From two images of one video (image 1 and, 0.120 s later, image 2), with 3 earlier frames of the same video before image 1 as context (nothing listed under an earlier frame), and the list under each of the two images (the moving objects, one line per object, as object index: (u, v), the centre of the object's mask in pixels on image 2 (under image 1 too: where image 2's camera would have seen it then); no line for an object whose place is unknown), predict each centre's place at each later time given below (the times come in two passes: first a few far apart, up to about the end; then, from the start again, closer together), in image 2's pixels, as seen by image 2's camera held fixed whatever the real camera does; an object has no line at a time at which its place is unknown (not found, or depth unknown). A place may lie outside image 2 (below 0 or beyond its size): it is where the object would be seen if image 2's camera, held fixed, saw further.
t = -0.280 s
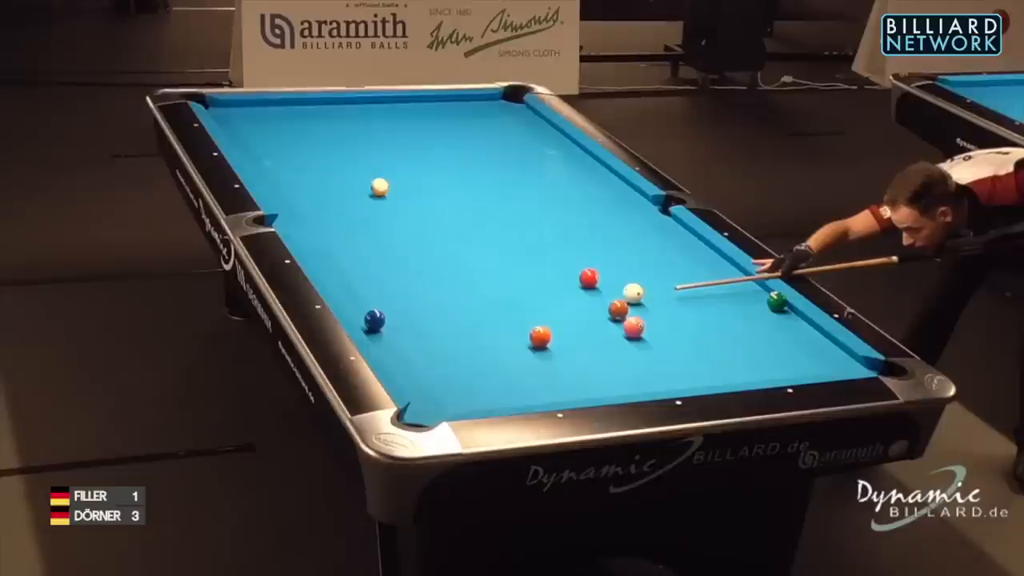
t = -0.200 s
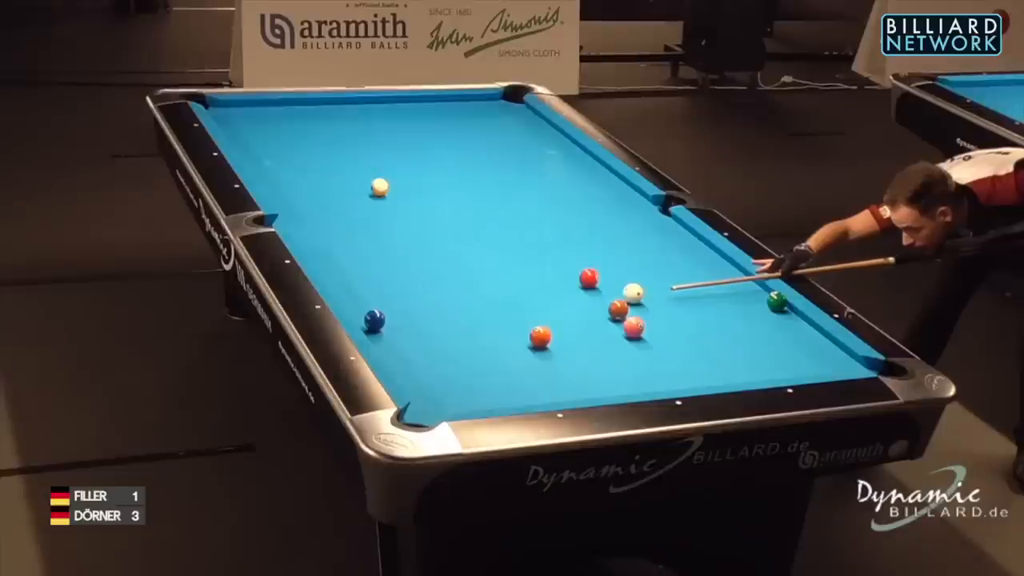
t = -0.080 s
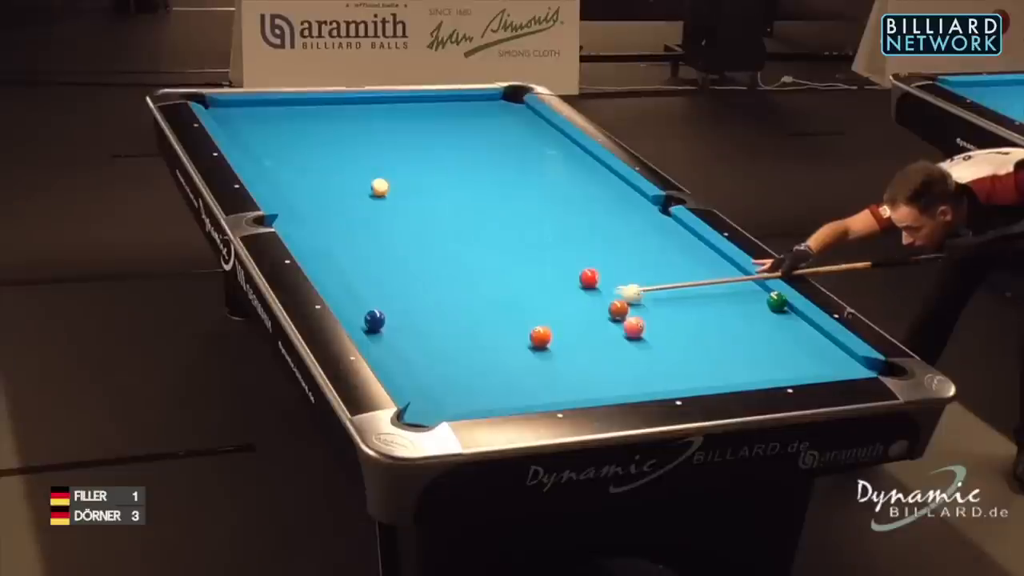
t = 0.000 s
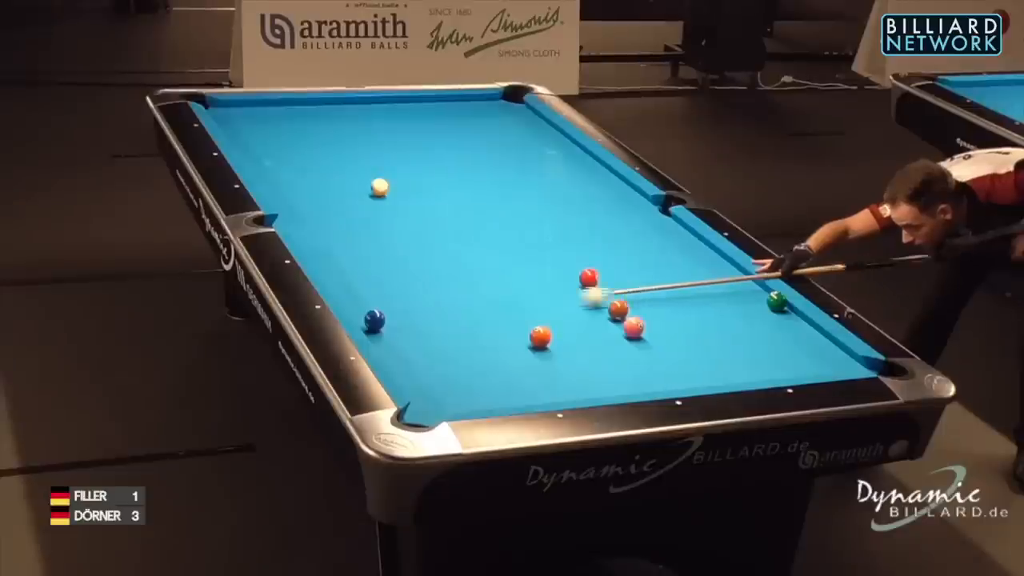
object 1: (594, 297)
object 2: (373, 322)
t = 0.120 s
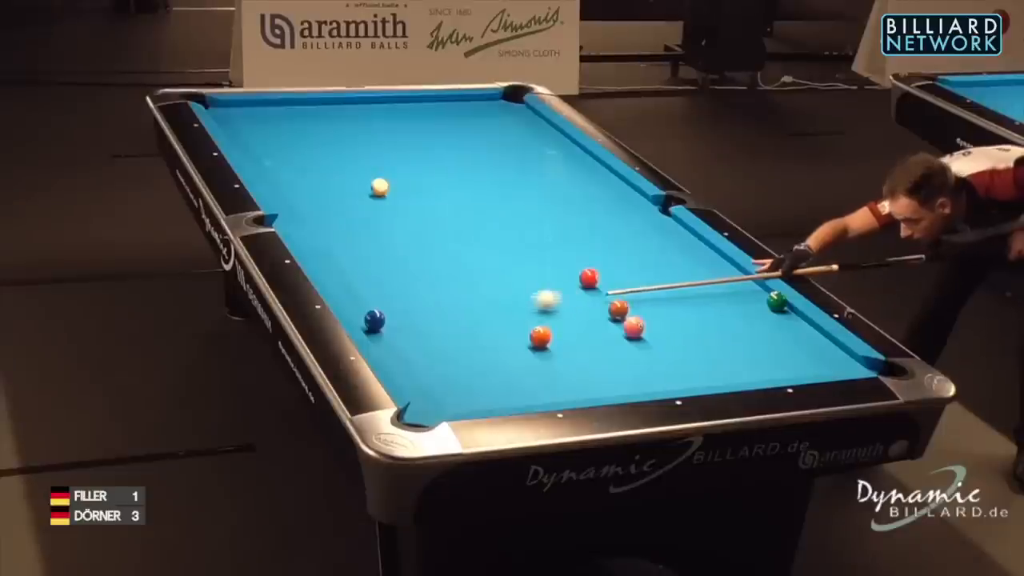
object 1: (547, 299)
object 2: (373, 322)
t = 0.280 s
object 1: (482, 305)
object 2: (373, 322)
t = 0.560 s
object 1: (376, 308)
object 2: (367, 325)
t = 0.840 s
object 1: (371, 290)
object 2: (404, 334)
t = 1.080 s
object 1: (392, 273)
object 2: (437, 338)
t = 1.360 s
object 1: (415, 255)
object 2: (473, 344)
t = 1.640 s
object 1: (436, 239)
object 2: (506, 349)
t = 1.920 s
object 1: (455, 224)
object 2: (537, 354)
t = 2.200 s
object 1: (472, 211)
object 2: (566, 358)
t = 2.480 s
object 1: (487, 199)
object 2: (592, 362)
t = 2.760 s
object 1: (501, 188)
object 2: (616, 366)
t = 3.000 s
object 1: (512, 180)
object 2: (635, 369)
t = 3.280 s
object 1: (523, 171)
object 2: (654, 372)
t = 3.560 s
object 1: (534, 162)
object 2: (671, 374)
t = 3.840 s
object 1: (543, 155)
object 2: (685, 375)
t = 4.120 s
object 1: (552, 148)
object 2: (697, 376)
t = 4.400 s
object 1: (558, 142)
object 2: (707, 377)
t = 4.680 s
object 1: (562, 136)
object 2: (714, 377)
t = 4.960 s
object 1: (551, 134)
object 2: (719, 377)
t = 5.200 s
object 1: (543, 132)
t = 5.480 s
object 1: (535, 131)
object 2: (722, 377)
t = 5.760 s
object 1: (529, 129)
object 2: (721, 377)
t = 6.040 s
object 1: (524, 128)
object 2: (721, 377)
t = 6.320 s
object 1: (521, 128)
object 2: (721, 377)
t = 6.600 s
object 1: (519, 127)
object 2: (721, 377)
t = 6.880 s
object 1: (519, 127)
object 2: (721, 377)
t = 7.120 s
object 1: (519, 127)
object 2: (721, 377)
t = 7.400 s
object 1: (519, 127)
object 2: (721, 377)
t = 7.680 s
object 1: (519, 127)
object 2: (721, 377)
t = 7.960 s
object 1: (519, 127)
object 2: (721, 377)
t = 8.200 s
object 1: (519, 127)
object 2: (721, 377)
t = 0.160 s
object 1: (531, 300)
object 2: (373, 322)
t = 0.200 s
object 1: (515, 302)
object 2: (373, 322)
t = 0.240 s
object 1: (498, 304)
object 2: (373, 322)
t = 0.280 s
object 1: (482, 305)
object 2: (373, 322)
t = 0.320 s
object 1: (466, 306)
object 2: (373, 322)
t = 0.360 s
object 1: (449, 307)
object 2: (373, 322)
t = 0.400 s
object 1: (433, 309)
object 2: (373, 322)
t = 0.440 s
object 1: (417, 311)
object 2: (373, 322)
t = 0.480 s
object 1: (399, 312)
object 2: (373, 322)
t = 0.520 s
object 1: (386, 311)
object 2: (372, 323)
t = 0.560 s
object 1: (376, 308)
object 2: (367, 325)
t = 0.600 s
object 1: (364, 308)
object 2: (371, 327)
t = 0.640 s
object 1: (356, 305)
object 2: (376, 329)
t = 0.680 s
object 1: (356, 302)
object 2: (382, 330)
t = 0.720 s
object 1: (360, 299)
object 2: (387, 331)
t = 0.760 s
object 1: (364, 296)
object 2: (393, 332)
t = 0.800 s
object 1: (368, 293)
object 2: (399, 333)
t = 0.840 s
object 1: (371, 290)
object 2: (404, 334)
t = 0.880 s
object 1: (375, 287)
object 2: (410, 334)
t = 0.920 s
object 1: (379, 284)
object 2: (415, 335)
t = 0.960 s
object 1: (382, 281)
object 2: (421, 336)
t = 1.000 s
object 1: (386, 279)
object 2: (426, 337)
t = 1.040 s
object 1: (389, 276)
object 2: (432, 338)
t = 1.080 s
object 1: (392, 273)
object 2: (437, 338)
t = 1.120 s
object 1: (396, 270)
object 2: (442, 339)
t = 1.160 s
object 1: (399, 267)
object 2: (447, 340)
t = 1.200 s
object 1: (403, 265)
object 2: (452, 341)
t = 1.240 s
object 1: (406, 262)
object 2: (458, 341)
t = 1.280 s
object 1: (409, 260)
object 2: (463, 342)
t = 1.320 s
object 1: (412, 257)
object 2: (468, 343)
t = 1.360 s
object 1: (415, 255)
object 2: (473, 344)
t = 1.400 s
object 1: (419, 253)
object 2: (478, 345)
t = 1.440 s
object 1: (421, 250)
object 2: (482, 346)
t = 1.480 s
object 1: (424, 248)
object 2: (487, 346)
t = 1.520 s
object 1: (428, 245)
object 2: (492, 347)
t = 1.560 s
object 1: (430, 243)
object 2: (497, 347)
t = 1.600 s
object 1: (433, 241)
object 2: (501, 349)
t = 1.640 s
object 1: (436, 239)
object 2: (506, 349)
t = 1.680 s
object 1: (439, 237)
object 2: (511, 350)
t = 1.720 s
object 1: (441, 235)
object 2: (515, 351)
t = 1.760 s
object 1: (444, 232)
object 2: (520, 351)
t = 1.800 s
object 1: (447, 230)
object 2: (524, 352)
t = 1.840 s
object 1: (450, 228)
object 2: (528, 353)
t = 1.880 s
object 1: (452, 226)
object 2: (533, 353)
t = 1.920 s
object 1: (455, 224)
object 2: (537, 354)
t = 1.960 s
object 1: (458, 222)
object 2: (542, 354)
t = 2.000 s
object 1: (460, 221)
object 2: (546, 355)
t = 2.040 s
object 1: (462, 219)
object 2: (550, 356)
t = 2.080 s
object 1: (465, 217)
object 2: (554, 357)
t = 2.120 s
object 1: (467, 215)
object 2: (558, 357)
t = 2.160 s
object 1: (470, 213)
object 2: (562, 357)
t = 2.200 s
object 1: (472, 211)
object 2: (566, 358)
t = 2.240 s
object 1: (474, 209)
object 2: (570, 359)
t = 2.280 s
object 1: (476, 208)
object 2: (574, 359)
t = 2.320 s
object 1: (479, 206)
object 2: (578, 360)
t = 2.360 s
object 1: (481, 204)
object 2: (581, 360)
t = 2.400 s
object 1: (483, 202)
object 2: (585, 361)
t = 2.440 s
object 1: (485, 201)
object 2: (589, 361)
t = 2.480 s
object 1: (487, 199)
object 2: (592, 362)
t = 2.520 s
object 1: (489, 197)
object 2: (596, 363)
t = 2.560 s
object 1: (491, 196)
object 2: (599, 363)
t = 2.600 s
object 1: (493, 194)
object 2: (603, 364)
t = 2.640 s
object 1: (495, 193)
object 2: (606, 364)
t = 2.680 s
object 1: (497, 191)
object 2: (610, 365)
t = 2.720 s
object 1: (499, 190)
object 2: (613, 365)
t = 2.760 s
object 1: (501, 188)
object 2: (616, 366)
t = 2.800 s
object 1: (503, 187)
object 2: (620, 366)
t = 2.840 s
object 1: (505, 185)
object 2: (623, 367)
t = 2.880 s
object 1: (506, 184)
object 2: (626, 367)
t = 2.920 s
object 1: (508, 182)
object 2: (629, 368)
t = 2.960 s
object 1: (510, 181)
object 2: (632, 368)
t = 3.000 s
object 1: (512, 180)
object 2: (635, 369)
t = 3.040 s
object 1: (514, 178)
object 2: (638, 370)
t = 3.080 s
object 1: (515, 177)
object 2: (641, 370)
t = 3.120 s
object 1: (517, 176)
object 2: (644, 371)
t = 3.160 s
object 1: (519, 174)
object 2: (647, 371)
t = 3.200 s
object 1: (520, 173)
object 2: (649, 371)
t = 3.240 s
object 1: (522, 172)
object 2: (652, 372)
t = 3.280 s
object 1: (523, 171)
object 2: (654, 372)
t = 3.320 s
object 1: (525, 169)
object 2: (657, 372)
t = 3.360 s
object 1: (527, 168)
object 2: (660, 372)
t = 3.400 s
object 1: (528, 167)
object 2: (662, 373)
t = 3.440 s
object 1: (529, 166)
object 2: (664, 373)
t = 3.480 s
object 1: (531, 164)
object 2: (667, 373)
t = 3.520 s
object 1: (533, 163)
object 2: (669, 374)
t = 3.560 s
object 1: (534, 162)
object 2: (671, 374)
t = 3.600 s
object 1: (535, 161)
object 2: (673, 374)
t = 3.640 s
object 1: (537, 160)
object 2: (676, 375)
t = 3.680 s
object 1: (538, 159)
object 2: (678, 375)
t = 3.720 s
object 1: (540, 158)
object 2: (680, 375)
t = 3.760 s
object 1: (541, 157)
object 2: (682, 375)
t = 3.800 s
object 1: (542, 156)
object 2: (683, 376)
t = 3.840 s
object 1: (543, 155)
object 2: (685, 375)
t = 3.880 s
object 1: (544, 154)
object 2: (687, 376)
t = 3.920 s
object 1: (546, 152)
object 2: (689, 376)
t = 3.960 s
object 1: (547, 152)
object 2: (691, 376)
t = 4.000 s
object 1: (548, 151)
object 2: (693, 376)
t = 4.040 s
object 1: (549, 150)
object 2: (694, 376)
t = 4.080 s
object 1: (550, 149)
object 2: (696, 376)
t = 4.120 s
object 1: (552, 148)
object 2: (697, 376)
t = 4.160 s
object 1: (552, 147)
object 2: (699, 377)
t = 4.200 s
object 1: (554, 146)
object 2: (700, 376)
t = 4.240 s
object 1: (555, 145)
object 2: (701, 377)
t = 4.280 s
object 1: (555, 144)
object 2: (703, 377)
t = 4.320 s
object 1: (556, 143)
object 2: (704, 377)
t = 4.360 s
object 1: (557, 143)
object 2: (705, 377)
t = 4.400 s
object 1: (558, 142)
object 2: (707, 377)
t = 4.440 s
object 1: (559, 141)
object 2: (708, 377)
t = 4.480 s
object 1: (560, 140)
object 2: (709, 377)
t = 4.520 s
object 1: (561, 139)
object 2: (710, 377)
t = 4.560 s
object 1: (562, 138)
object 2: (711, 377)
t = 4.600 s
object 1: (563, 137)
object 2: (713, 377)
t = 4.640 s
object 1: (563, 137)
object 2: (713, 377)
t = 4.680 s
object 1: (562, 136)
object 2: (714, 377)
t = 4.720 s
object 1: (560, 136)
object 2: (715, 377)
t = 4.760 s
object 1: (559, 136)
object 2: (716, 377)
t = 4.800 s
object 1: (557, 135)
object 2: (717, 377)
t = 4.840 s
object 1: (555, 135)
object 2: (717, 377)
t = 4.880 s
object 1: (554, 135)
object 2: (718, 377)
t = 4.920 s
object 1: (553, 135)
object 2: (718, 377)
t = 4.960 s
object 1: (551, 134)
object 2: (719, 377)
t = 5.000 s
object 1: (550, 134)
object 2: (720, 377)
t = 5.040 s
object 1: (548, 133)
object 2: (720, 377)
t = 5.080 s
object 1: (547, 133)
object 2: (721, 377)
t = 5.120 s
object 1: (546, 133)
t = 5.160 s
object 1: (544, 132)
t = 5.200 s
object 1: (543, 132)
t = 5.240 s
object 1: (542, 132)
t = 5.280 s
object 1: (541, 132)
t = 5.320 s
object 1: (540, 131)
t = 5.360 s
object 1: (539, 131)
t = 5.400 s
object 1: (537, 131)
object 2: (722, 377)
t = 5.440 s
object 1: (536, 131)
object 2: (722, 377)
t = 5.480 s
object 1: (535, 131)
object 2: (722, 377)
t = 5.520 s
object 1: (534, 130)
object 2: (722, 377)
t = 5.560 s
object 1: (533, 130)
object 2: (722, 377)
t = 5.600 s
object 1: (532, 130)
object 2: (721, 377)
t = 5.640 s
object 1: (531, 130)
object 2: (721, 377)
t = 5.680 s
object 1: (530, 130)
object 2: (721, 377)
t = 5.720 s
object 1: (530, 130)
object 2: (721, 377)
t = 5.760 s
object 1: (529, 129)
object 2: (721, 377)
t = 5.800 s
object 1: (528, 129)
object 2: (721, 377)
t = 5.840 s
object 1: (527, 129)
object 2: (721, 377)
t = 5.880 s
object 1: (527, 129)
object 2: (721, 377)
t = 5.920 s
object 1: (526, 129)
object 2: (721, 377)
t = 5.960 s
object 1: (526, 129)
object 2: (721, 377)
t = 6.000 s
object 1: (525, 129)
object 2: (721, 377)
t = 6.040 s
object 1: (524, 128)
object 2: (721, 377)
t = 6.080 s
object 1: (524, 128)
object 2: (721, 377)
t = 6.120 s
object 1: (523, 128)
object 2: (721, 377)
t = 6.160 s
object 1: (523, 128)
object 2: (721, 377)
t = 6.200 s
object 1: (522, 128)
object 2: (721, 377)
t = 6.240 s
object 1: (522, 128)
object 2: (721, 377)
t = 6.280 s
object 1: (522, 128)
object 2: (721, 377)
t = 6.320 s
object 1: (521, 128)
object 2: (721, 377)
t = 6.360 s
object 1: (521, 128)
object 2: (721, 377)
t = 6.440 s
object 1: (520, 128)
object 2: (721, 377)
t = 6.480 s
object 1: (519, 127)
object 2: (721, 377)
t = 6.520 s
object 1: (519, 127)
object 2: (721, 377)
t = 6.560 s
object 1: (519, 127)
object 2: (721, 377)
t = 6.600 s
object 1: (519, 127)
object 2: (721, 377)
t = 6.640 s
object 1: (519, 127)
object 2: (721, 377)
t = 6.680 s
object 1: (519, 127)
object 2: (721, 377)
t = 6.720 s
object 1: (519, 127)
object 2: (721, 377)
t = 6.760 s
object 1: (519, 127)
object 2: (721, 377)
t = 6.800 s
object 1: (519, 127)
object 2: (721, 377)
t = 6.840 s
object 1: (519, 127)
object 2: (721, 377)
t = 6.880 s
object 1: (519, 127)
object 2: (721, 377)
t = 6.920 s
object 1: (519, 127)
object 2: (721, 377)
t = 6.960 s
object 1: (519, 127)
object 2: (721, 377)
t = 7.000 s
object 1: (519, 127)
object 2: (721, 377)
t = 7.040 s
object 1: (519, 127)
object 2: (721, 377)
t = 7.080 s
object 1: (519, 127)
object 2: (721, 377)
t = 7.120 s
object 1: (519, 127)
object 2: (721, 377)
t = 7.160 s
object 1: (519, 127)
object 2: (721, 377)
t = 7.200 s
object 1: (519, 127)
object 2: (721, 377)
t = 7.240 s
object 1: (519, 127)
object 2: (721, 377)
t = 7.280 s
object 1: (519, 128)
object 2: (721, 377)
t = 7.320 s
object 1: (519, 127)
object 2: (721, 377)
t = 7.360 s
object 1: (519, 127)
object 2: (721, 377)
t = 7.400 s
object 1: (519, 127)
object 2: (721, 377)
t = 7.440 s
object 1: (519, 127)
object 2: (721, 377)
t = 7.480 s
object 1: (519, 127)
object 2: (721, 377)
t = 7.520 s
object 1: (519, 127)
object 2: (721, 377)
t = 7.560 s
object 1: (519, 127)
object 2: (721, 377)
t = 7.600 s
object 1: (519, 127)
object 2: (721, 377)
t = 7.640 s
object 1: (519, 127)
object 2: (721, 377)
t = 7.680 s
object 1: (519, 127)
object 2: (721, 377)
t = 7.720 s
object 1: (519, 127)
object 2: (721, 377)
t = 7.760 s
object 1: (519, 127)
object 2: (721, 377)
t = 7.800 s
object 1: (519, 127)
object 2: (721, 377)
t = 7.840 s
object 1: (519, 127)
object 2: (721, 377)
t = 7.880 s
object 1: (519, 127)
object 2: (721, 377)
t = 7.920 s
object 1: (519, 127)
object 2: (721, 377)
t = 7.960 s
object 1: (519, 127)
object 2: (721, 377)
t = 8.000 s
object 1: (519, 127)
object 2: (721, 377)
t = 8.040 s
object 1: (519, 127)
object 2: (721, 377)
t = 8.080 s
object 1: (519, 127)
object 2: (721, 377)
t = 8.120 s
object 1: (519, 127)
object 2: (721, 377)
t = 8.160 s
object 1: (519, 127)
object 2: (721, 377)
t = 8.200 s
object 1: (519, 127)
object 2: (721, 377)
